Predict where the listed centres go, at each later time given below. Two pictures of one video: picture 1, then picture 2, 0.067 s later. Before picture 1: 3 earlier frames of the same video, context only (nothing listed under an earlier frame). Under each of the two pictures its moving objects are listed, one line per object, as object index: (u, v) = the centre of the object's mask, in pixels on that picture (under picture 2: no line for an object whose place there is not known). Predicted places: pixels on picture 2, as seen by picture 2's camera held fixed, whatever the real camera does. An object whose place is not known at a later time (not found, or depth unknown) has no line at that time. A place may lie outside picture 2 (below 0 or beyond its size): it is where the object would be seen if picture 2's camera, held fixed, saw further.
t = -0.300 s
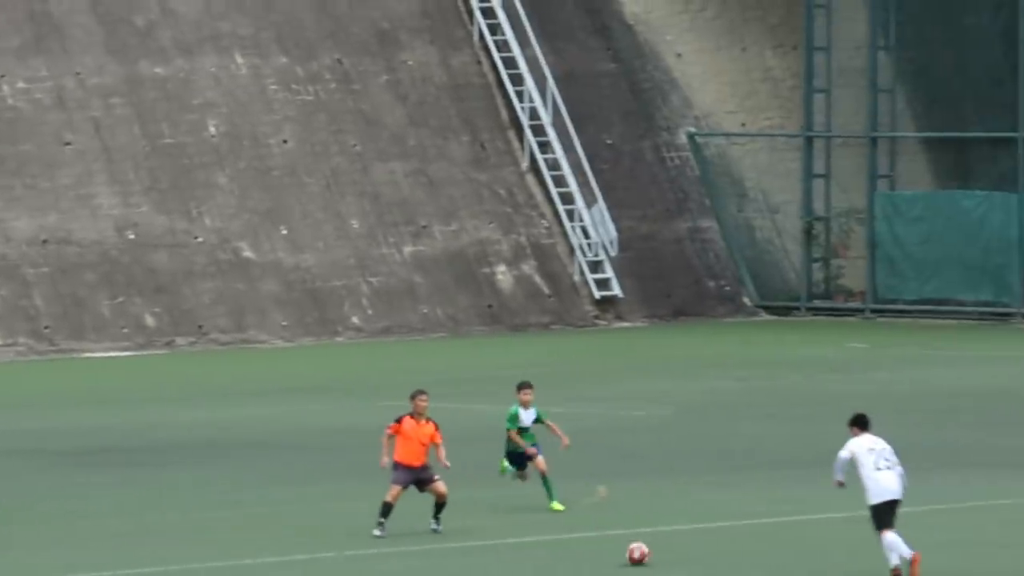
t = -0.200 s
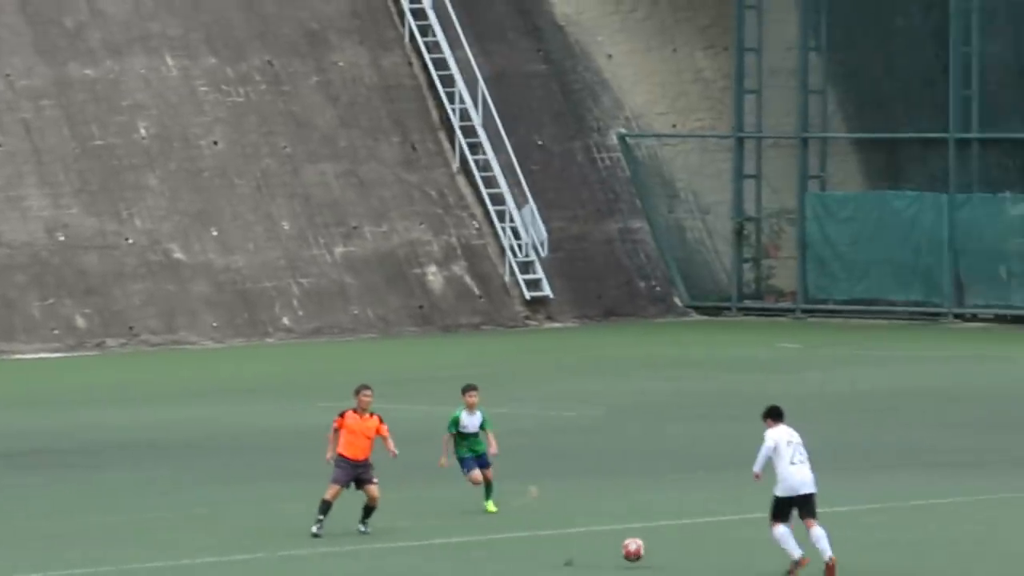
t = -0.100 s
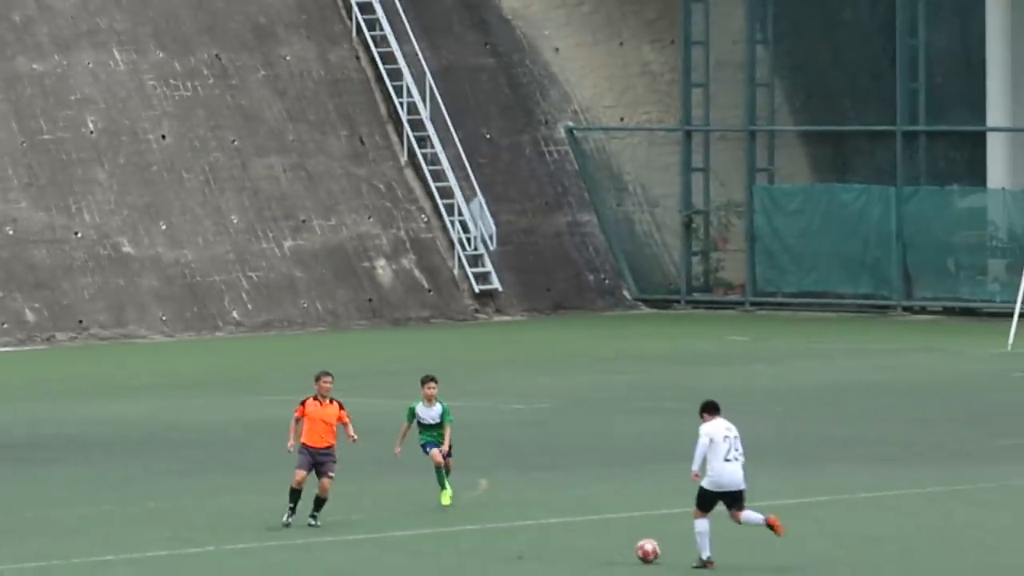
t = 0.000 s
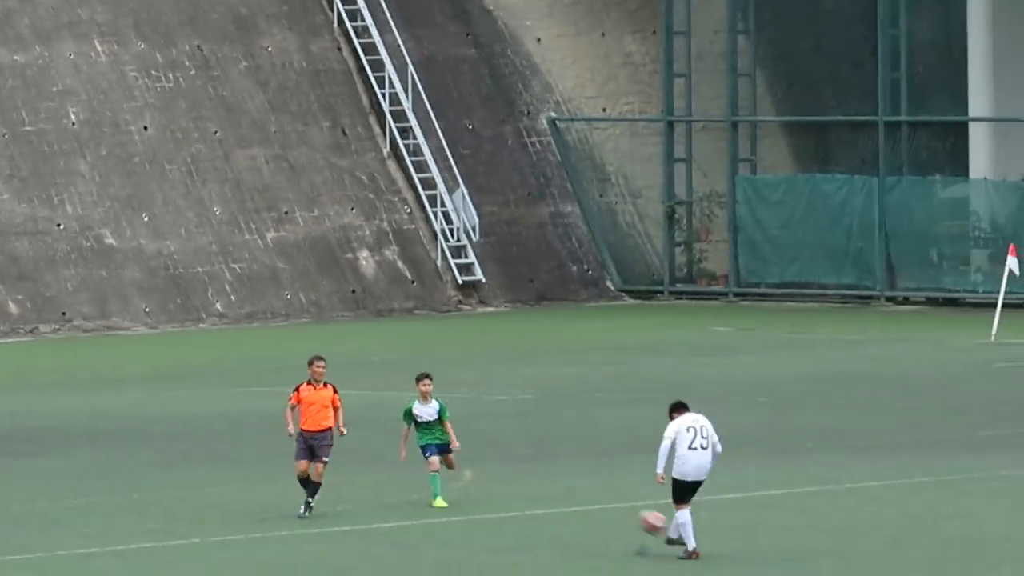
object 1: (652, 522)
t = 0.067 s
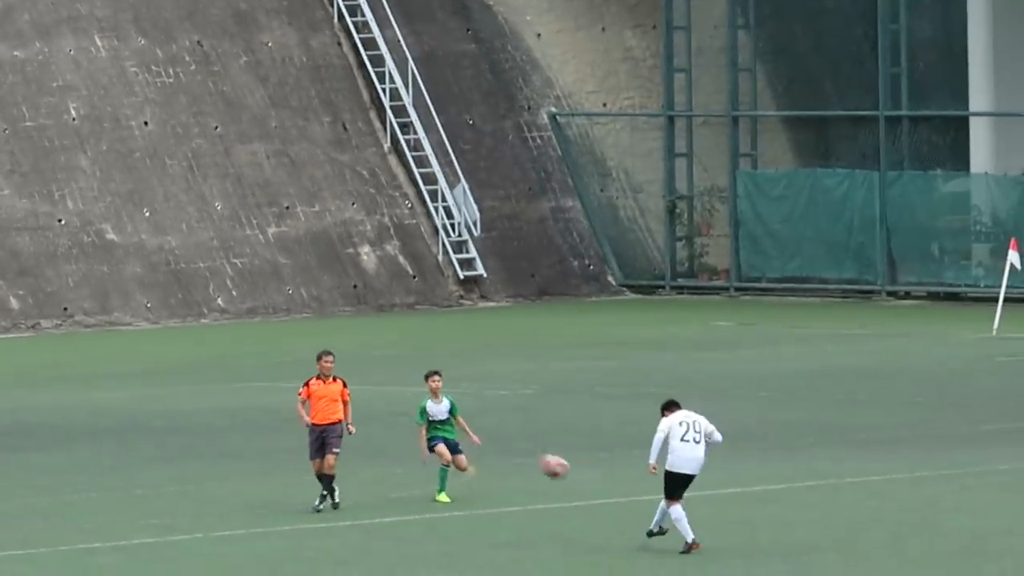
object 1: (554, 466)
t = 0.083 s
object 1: (529, 454)
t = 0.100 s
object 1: (504, 444)
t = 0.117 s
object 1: (480, 432)
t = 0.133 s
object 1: (454, 422)
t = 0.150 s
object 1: (430, 410)
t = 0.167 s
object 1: (408, 400)
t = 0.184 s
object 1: (385, 390)
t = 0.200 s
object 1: (361, 378)
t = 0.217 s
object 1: (338, 372)
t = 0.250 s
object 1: (295, 353)
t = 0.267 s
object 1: (275, 343)
